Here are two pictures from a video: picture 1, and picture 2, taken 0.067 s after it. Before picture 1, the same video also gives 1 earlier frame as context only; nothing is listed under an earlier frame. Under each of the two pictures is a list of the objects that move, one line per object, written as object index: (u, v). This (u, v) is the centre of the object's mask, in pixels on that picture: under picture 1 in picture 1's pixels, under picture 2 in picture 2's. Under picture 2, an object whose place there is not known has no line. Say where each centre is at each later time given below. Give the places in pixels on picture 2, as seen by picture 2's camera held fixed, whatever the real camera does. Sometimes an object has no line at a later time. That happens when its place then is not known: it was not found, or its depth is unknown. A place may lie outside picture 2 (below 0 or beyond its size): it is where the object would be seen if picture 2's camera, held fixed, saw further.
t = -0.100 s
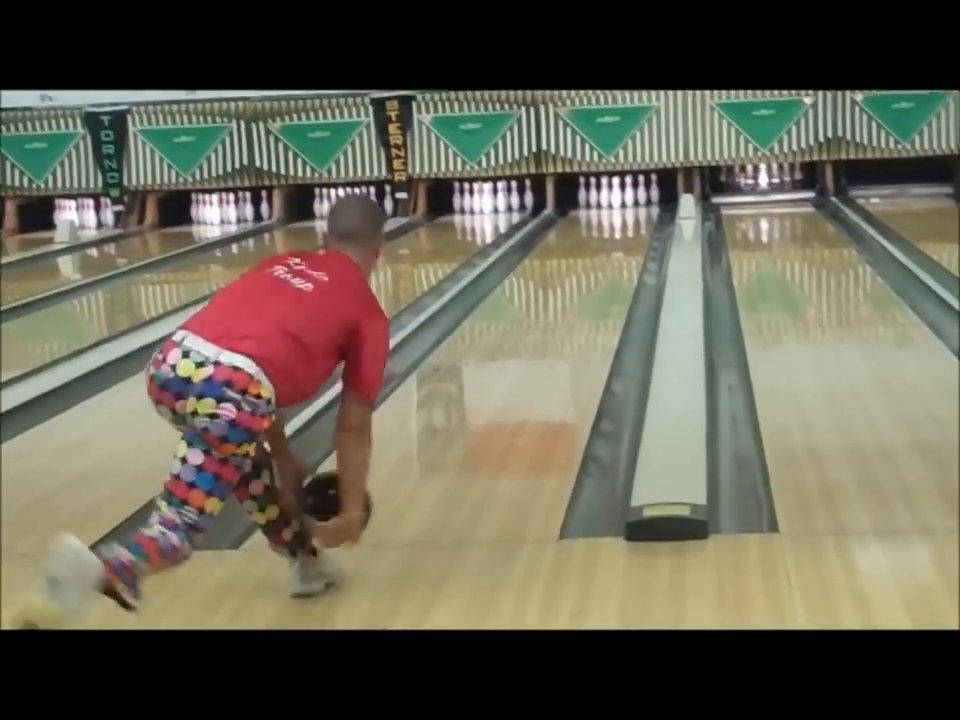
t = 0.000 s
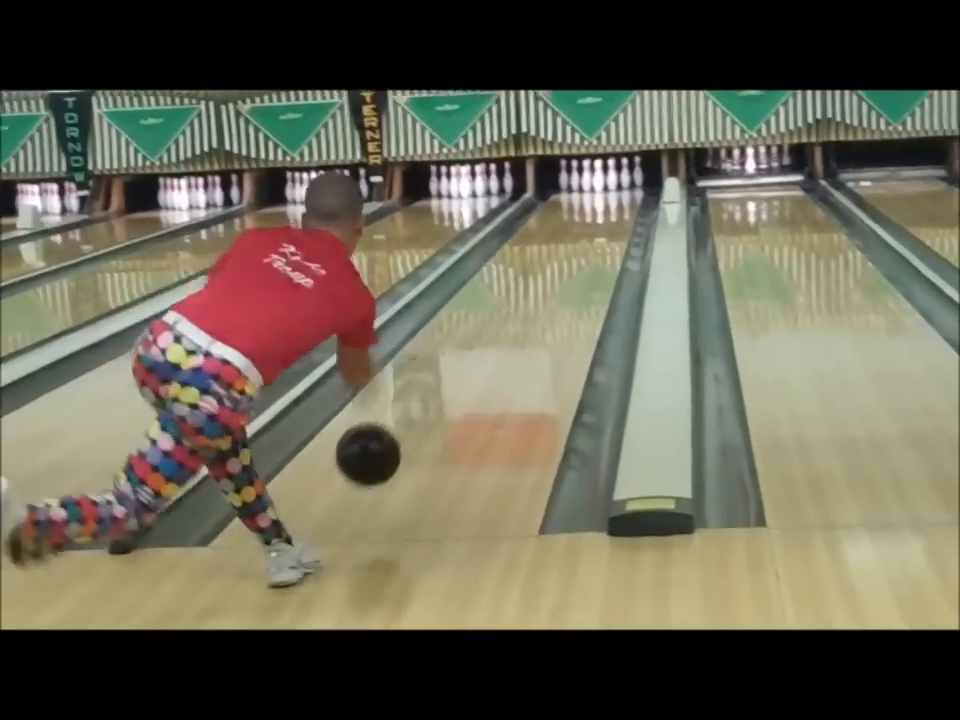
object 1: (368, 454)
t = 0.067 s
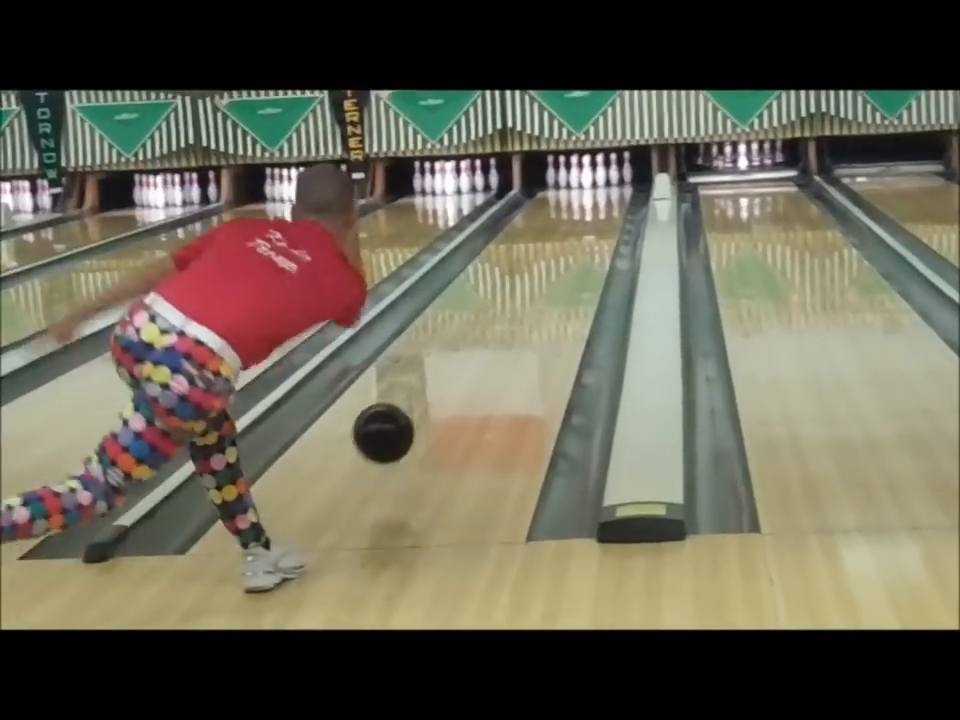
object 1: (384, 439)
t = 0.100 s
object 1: (399, 432)
